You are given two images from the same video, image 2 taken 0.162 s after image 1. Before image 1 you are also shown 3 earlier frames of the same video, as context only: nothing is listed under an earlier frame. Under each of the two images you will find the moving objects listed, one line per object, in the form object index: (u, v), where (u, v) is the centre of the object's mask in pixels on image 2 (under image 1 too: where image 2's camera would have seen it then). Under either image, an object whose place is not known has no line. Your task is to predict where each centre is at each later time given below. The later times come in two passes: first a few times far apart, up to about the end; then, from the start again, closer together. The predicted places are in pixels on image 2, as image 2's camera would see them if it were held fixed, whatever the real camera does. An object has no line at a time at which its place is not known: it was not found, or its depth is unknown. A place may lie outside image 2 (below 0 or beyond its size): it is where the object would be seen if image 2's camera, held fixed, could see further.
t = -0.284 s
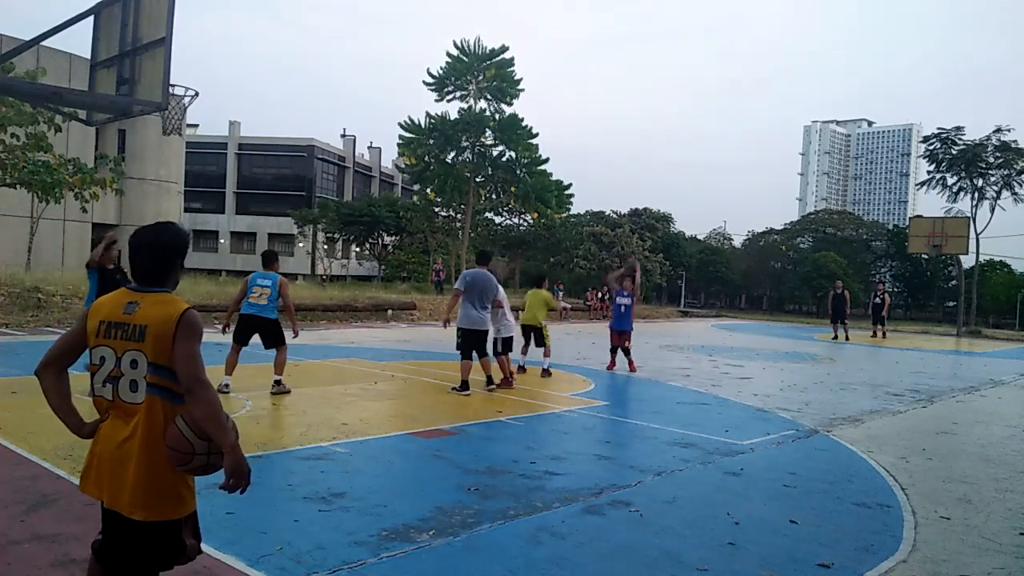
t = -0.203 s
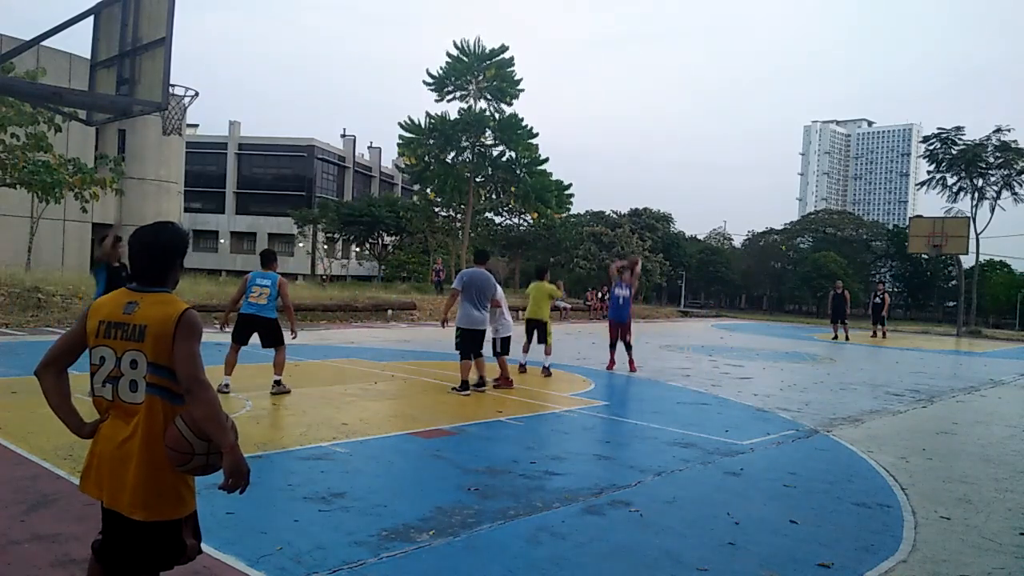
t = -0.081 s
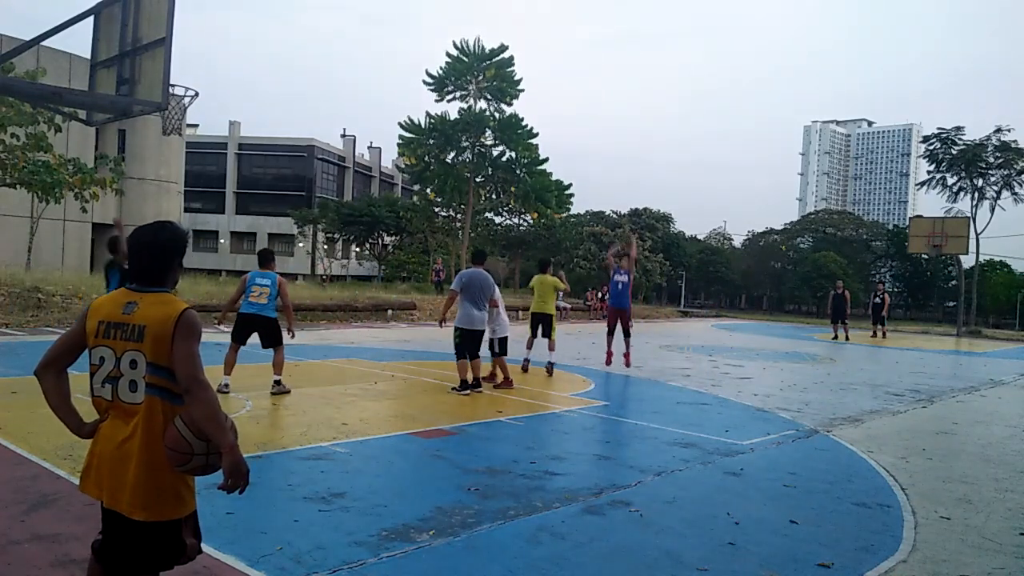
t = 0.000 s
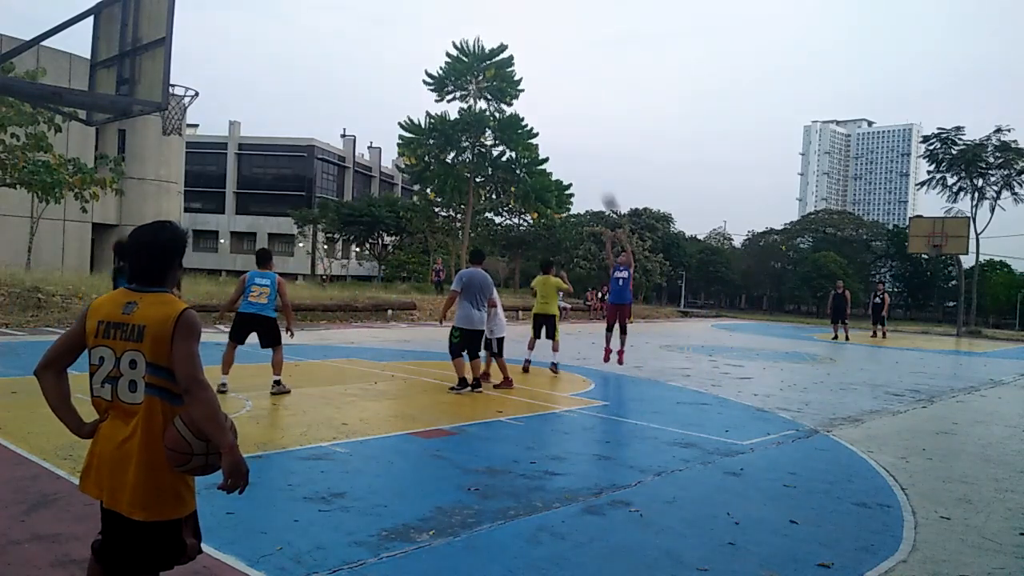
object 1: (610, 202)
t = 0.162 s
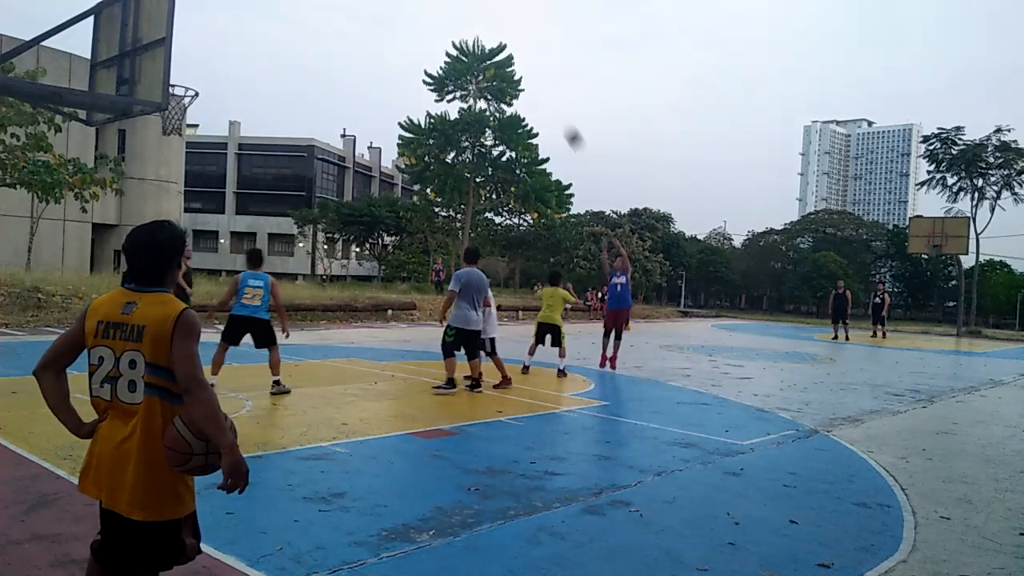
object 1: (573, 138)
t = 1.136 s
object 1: (200, 73)
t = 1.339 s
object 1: (204, 91)
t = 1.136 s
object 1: (200, 73)
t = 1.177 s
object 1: (187, 81)
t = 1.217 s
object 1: (182, 81)
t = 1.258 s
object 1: (179, 84)
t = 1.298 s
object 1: (188, 86)
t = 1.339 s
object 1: (204, 91)
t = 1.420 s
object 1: (236, 106)
